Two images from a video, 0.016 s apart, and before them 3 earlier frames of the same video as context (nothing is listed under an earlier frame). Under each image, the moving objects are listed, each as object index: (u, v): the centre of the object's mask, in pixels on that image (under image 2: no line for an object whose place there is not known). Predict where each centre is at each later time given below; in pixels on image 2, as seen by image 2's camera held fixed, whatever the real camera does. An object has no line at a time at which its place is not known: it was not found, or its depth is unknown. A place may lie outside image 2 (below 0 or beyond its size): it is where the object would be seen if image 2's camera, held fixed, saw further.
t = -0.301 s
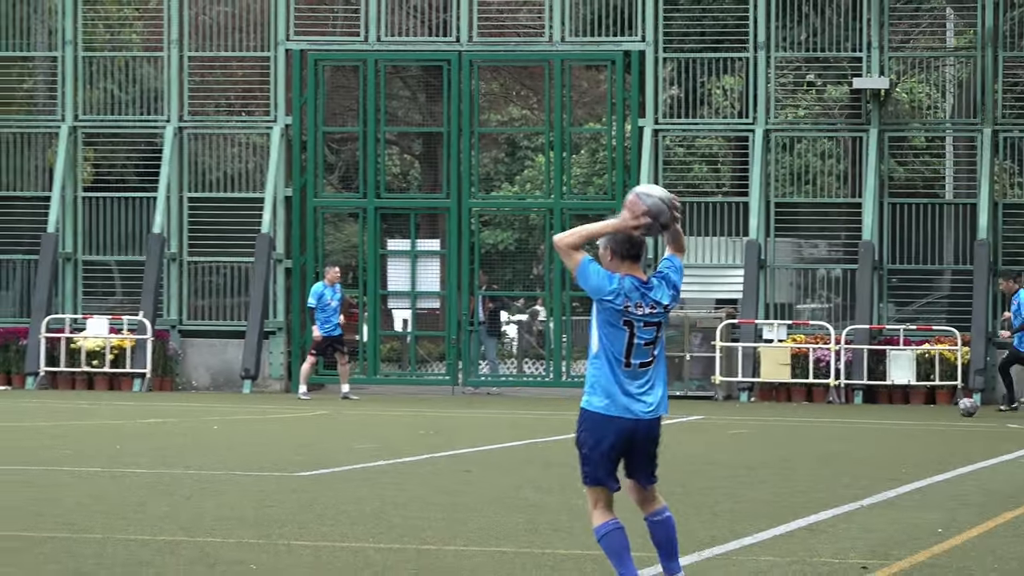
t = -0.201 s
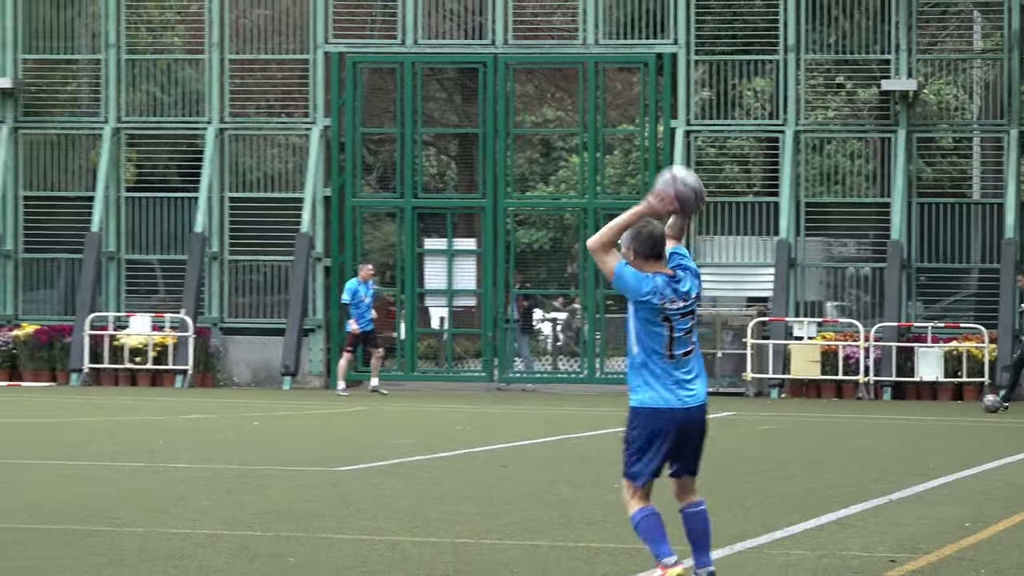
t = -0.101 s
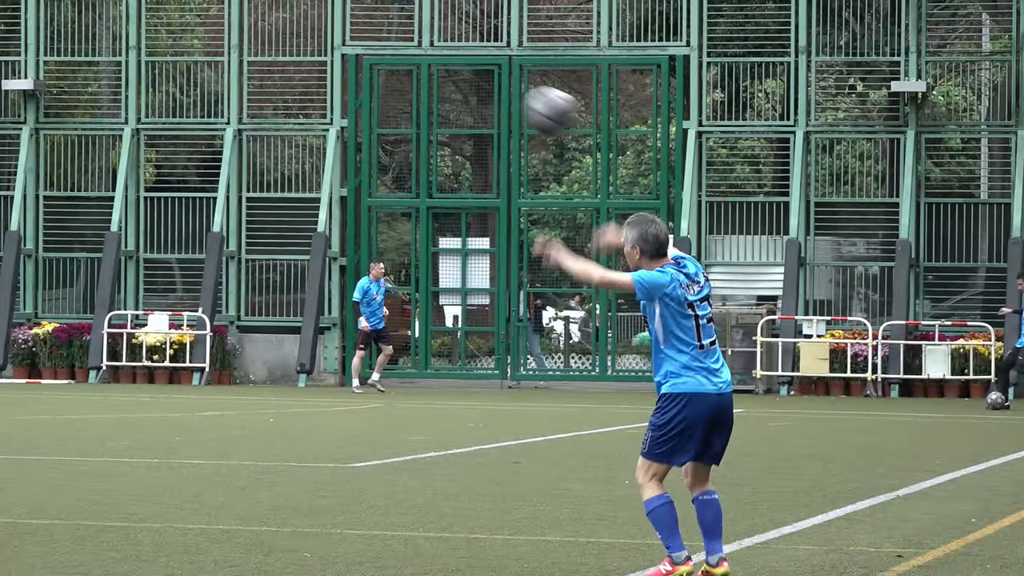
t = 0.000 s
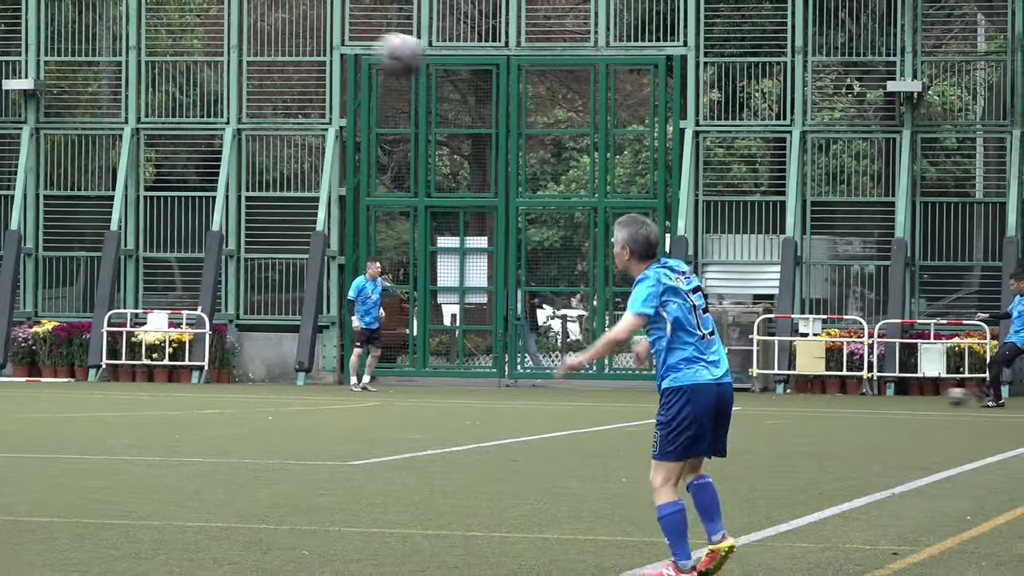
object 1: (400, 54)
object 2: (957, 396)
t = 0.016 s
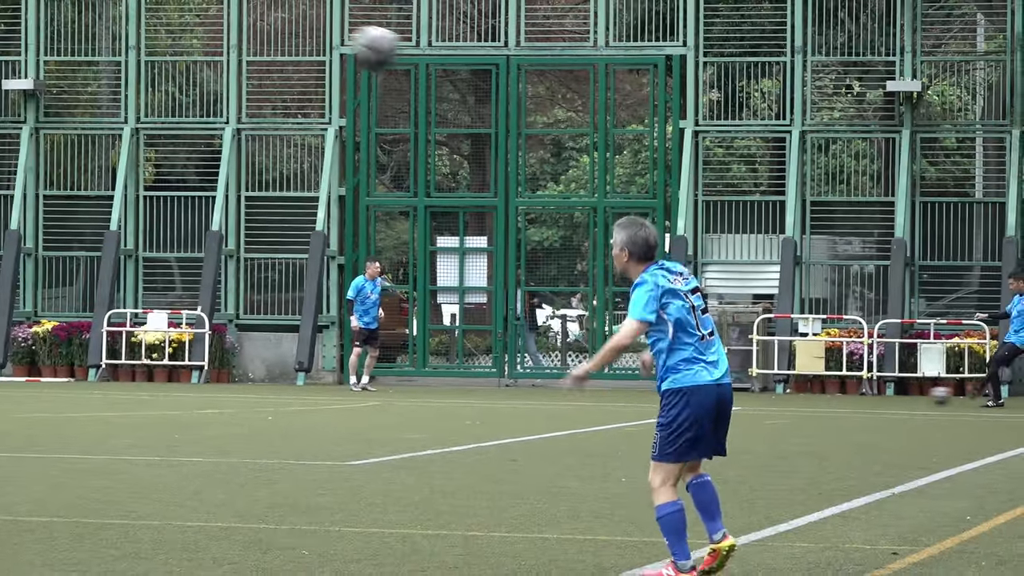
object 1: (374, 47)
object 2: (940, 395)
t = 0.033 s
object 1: (351, 42)
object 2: (924, 395)
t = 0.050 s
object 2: (909, 394)
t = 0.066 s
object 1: (303, 33)
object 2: (892, 395)
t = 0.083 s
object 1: (280, 28)
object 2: (876, 395)
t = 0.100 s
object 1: (258, 23)
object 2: (861, 395)
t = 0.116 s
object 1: (236, 22)
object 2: (846, 394)
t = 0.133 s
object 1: (214, 19)
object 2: (831, 395)
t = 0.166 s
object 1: (170, 18)
